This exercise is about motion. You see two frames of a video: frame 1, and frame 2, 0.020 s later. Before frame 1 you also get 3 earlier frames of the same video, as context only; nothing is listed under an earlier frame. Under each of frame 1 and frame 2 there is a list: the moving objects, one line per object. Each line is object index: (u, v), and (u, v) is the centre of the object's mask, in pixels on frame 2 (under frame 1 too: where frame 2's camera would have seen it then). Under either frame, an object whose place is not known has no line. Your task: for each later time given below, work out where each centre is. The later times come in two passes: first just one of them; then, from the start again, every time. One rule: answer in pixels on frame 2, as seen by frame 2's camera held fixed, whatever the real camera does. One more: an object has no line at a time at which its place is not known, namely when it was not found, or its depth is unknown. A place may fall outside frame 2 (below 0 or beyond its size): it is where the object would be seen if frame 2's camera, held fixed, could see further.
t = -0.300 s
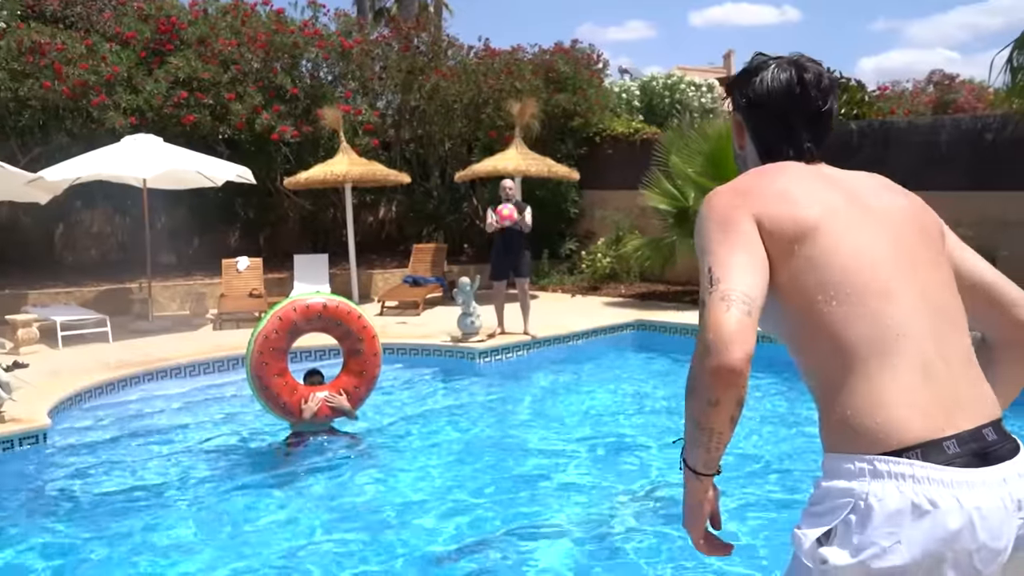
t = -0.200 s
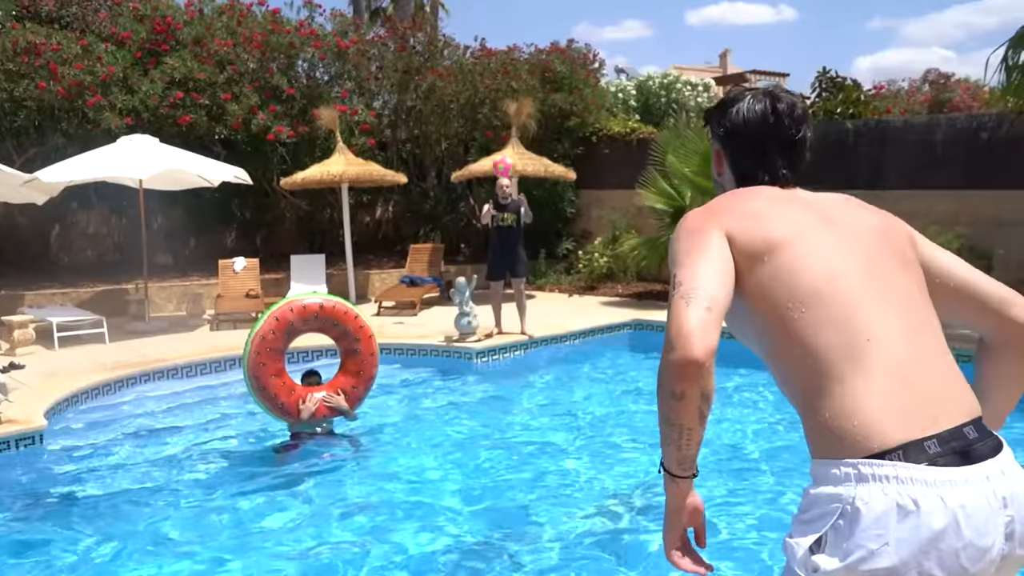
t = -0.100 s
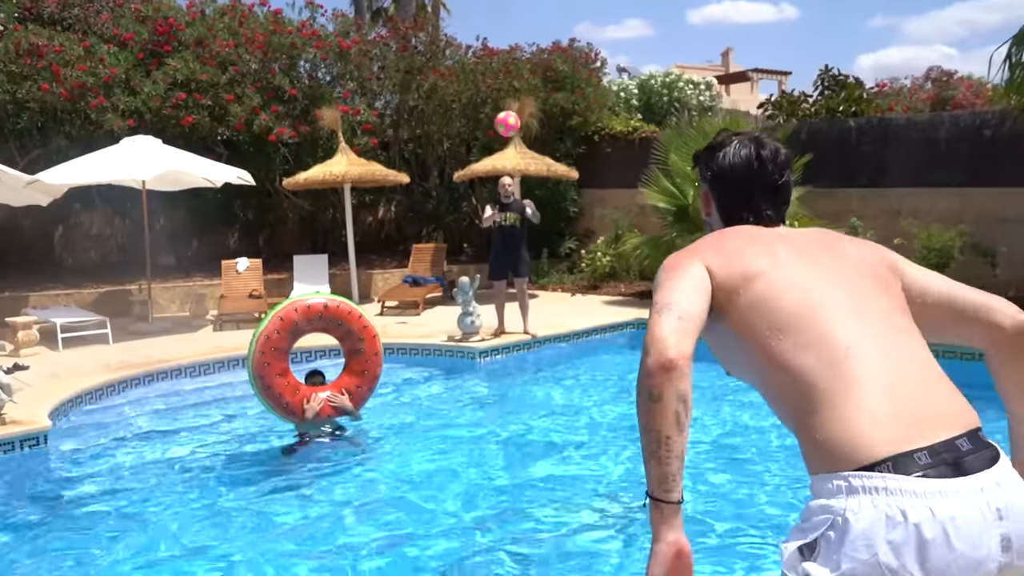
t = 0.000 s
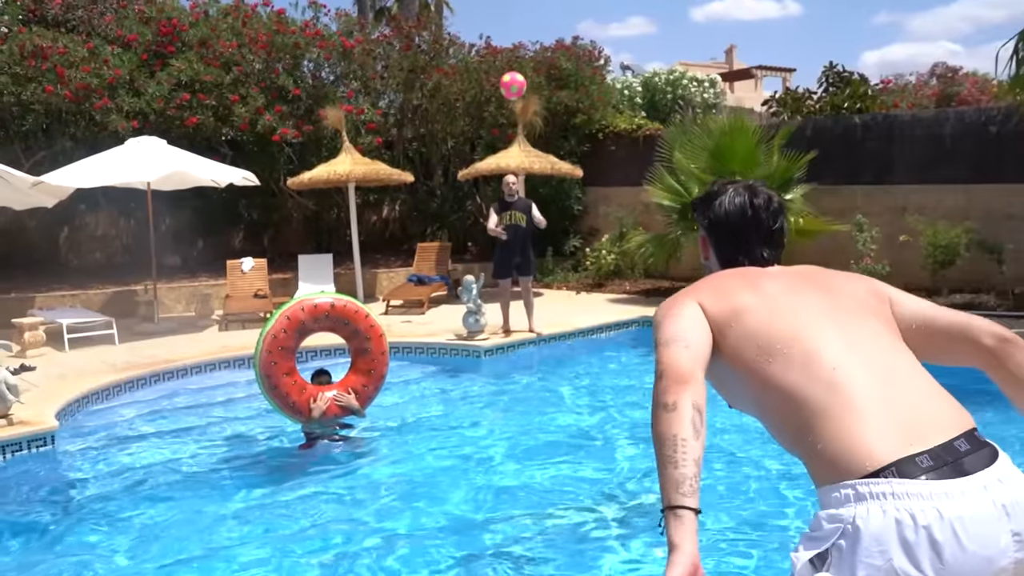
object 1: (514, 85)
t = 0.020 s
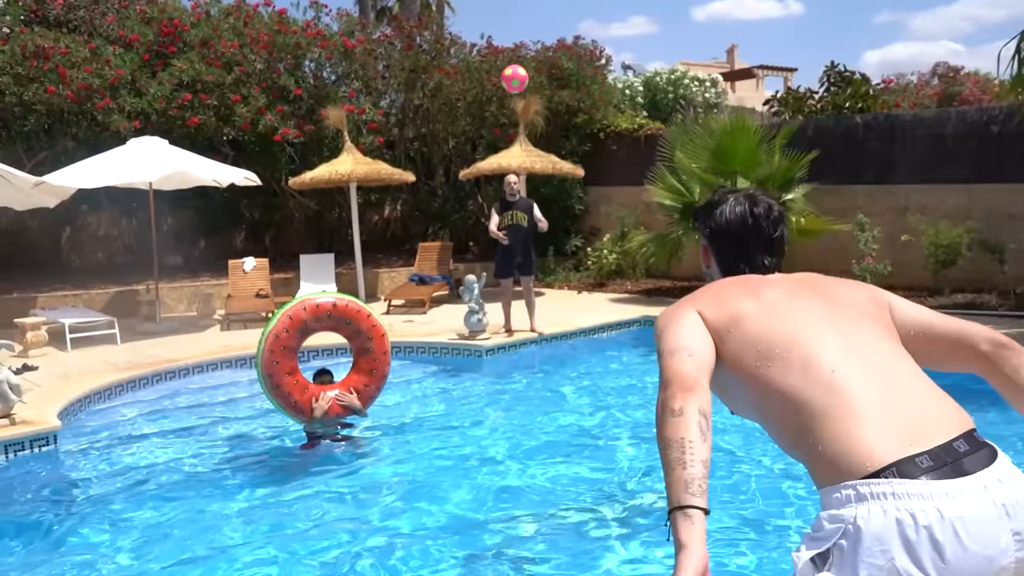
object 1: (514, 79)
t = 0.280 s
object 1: (523, 40)
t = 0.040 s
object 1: (515, 73)
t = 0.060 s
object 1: (515, 67)
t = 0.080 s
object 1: (516, 62)
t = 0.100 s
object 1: (516, 57)
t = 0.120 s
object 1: (517, 52)
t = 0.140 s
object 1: (517, 48)
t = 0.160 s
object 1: (518, 45)
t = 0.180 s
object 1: (518, 41)
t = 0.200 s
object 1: (520, 37)
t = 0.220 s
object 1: (520, 37)
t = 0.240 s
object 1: (522, 37)
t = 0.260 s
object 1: (522, 39)
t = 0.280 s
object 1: (523, 40)
